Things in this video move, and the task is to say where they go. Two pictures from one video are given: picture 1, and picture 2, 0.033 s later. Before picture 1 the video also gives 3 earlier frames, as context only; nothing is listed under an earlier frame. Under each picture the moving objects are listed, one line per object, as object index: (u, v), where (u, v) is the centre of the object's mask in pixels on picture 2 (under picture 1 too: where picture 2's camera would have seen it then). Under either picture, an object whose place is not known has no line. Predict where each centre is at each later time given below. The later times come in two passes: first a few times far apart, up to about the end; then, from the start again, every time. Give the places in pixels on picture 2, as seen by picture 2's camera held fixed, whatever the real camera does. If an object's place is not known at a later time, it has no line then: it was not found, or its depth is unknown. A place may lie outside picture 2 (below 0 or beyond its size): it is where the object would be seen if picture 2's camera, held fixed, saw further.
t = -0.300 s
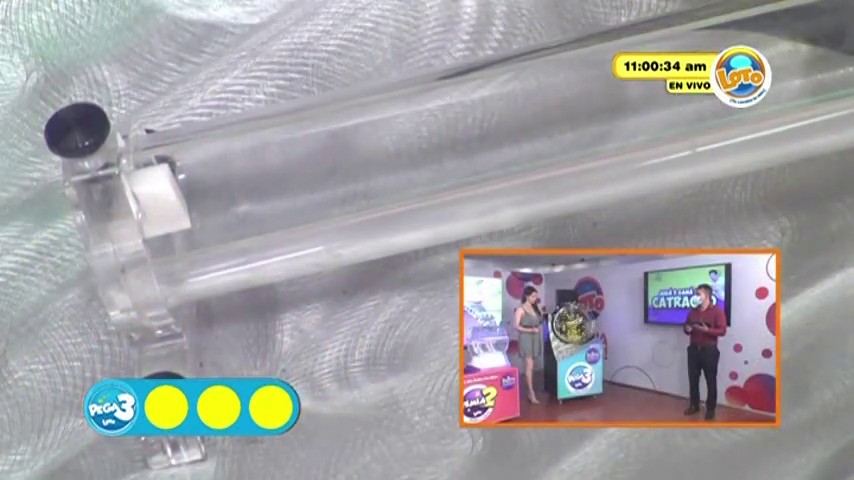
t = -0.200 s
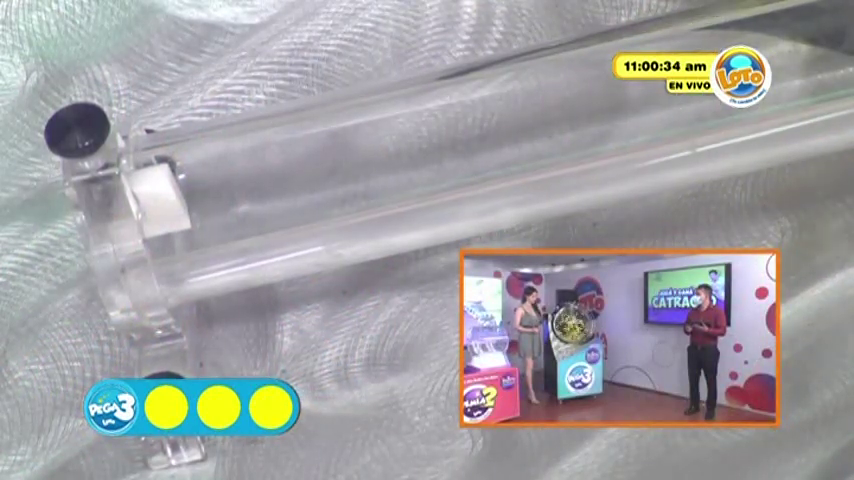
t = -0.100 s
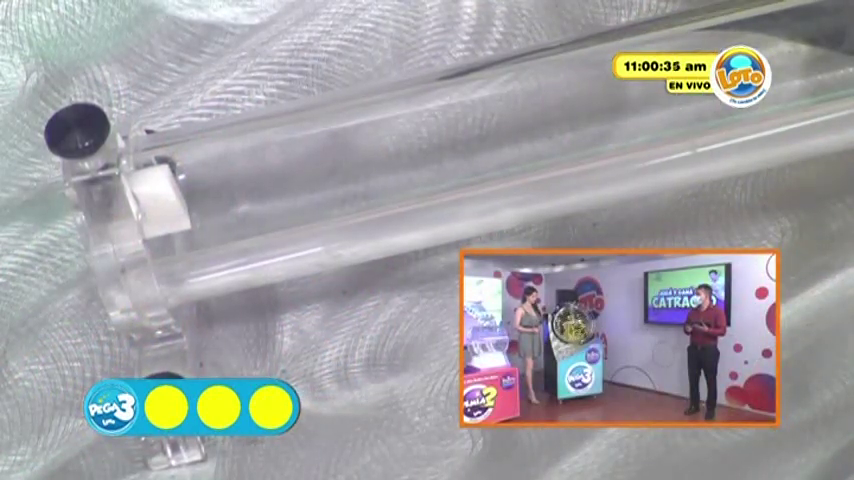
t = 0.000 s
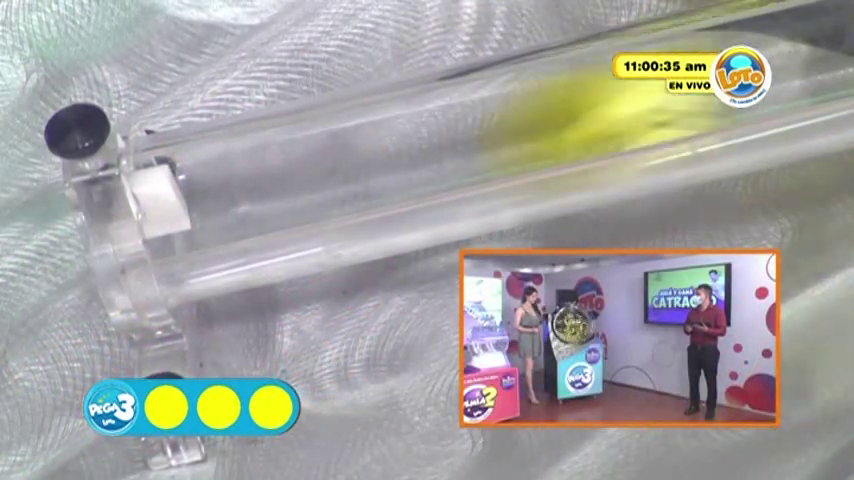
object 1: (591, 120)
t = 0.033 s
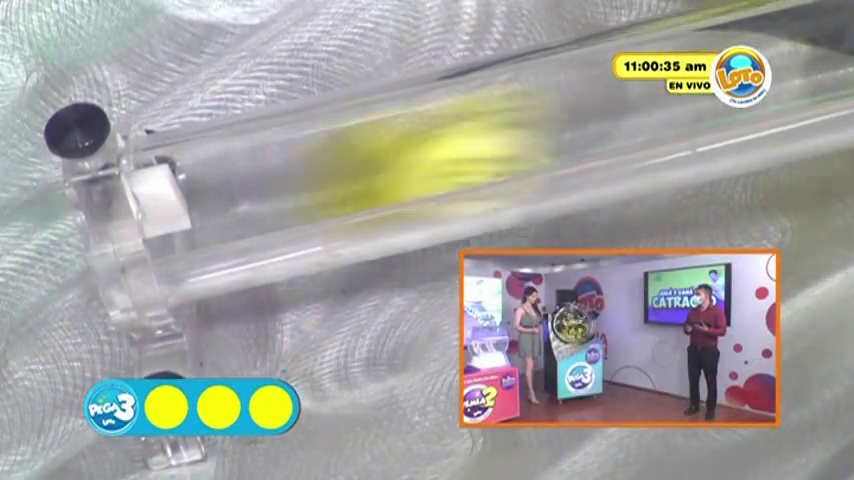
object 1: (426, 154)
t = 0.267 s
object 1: (237, 196)
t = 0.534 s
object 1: (237, 196)
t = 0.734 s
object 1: (237, 196)
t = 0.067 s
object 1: (268, 188)
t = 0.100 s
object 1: (256, 188)
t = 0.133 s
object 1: (266, 188)
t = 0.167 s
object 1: (262, 191)
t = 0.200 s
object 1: (244, 193)
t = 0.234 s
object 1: (235, 193)
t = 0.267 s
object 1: (237, 196)
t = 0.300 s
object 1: (237, 197)
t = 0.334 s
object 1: (235, 196)
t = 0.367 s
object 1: (235, 196)
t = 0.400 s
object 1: (236, 196)
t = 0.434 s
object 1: (237, 196)
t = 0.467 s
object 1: (237, 196)
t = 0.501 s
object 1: (237, 196)
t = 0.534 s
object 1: (237, 196)
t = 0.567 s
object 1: (237, 196)
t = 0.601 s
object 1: (237, 196)
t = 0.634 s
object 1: (237, 196)
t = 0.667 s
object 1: (237, 196)
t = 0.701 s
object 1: (237, 196)
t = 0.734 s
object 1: (237, 196)
